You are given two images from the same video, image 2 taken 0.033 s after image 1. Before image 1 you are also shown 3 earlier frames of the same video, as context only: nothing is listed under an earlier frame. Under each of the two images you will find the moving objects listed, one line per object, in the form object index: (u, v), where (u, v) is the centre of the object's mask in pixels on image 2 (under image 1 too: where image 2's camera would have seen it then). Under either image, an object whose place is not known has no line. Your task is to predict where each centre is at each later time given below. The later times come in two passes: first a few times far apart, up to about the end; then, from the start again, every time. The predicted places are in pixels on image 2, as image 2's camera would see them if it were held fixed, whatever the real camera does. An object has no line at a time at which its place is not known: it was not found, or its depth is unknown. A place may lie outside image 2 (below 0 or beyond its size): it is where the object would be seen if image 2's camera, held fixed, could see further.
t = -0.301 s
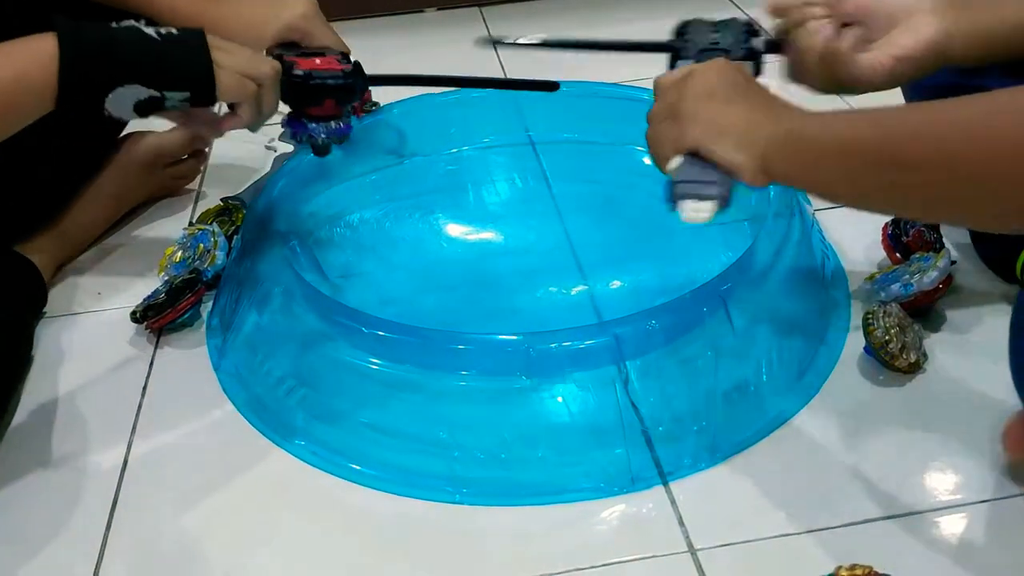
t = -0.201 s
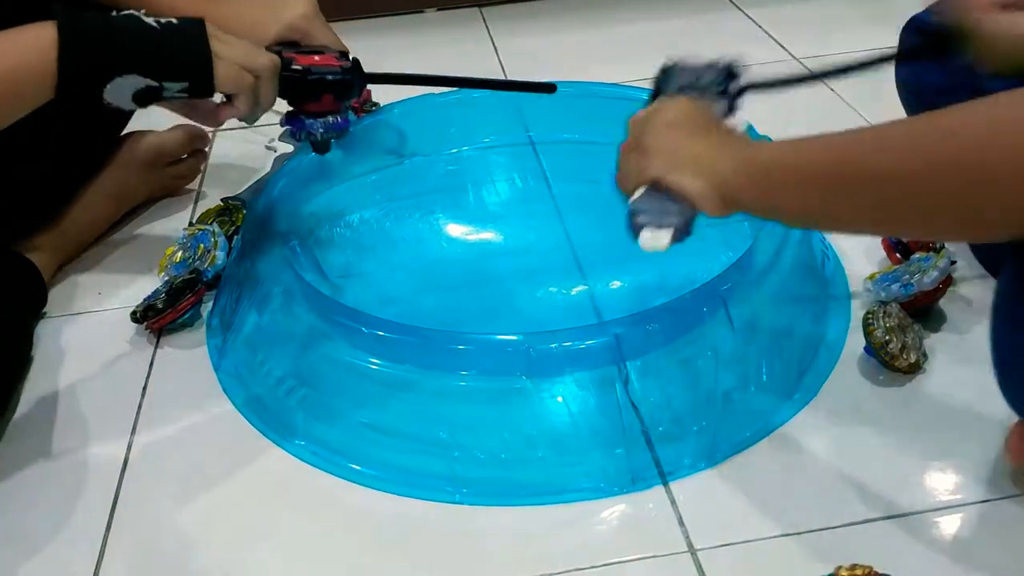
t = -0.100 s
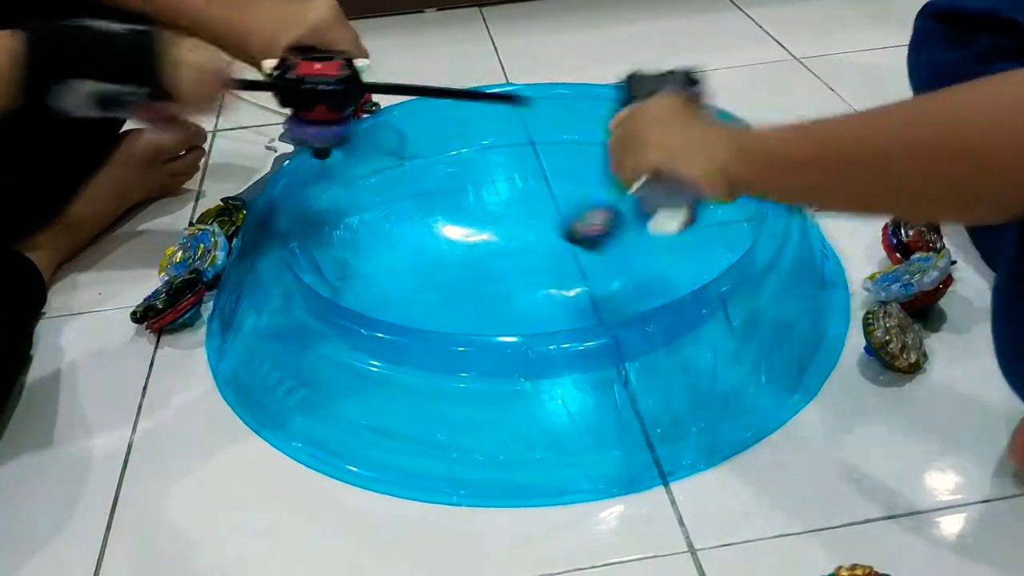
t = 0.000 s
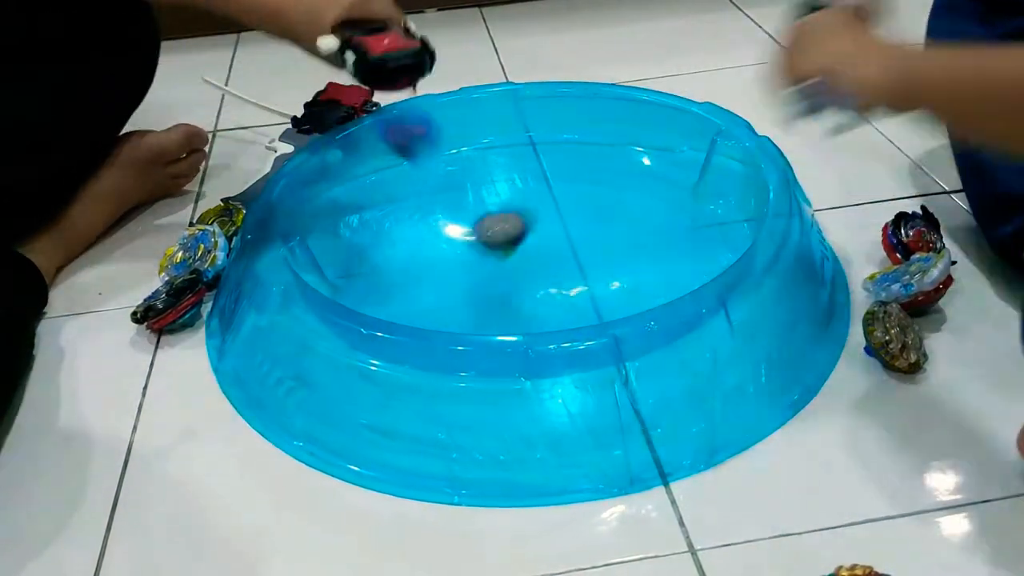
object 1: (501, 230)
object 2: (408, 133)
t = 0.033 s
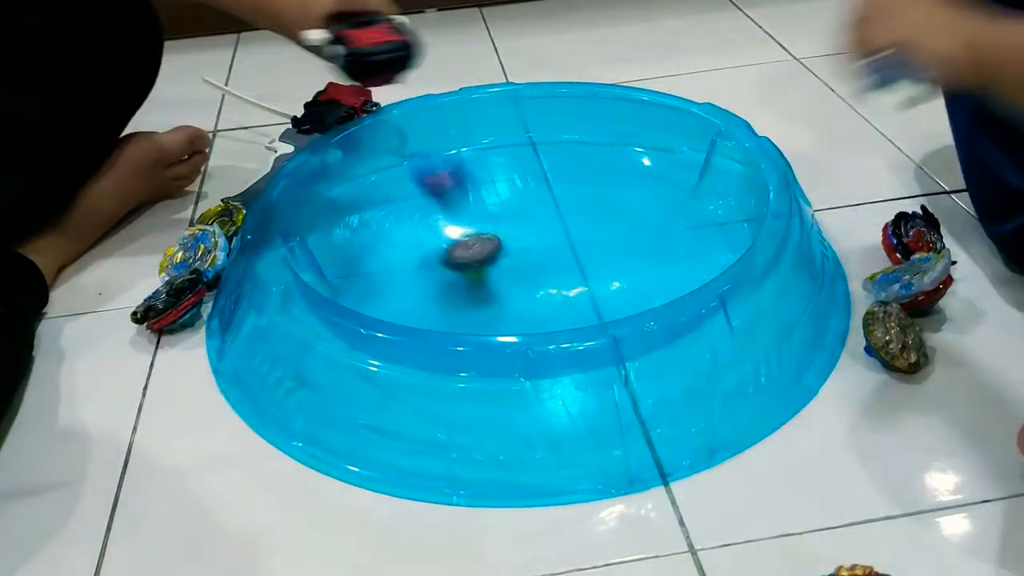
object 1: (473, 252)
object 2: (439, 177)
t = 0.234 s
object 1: (405, 252)
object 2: (566, 209)
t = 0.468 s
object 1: (385, 279)
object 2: (601, 219)
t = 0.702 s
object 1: (415, 301)
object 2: (580, 199)
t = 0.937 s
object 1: (492, 285)
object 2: (551, 189)
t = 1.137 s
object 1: (523, 245)
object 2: (529, 203)
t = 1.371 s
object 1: (524, 241)
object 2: (525, 199)
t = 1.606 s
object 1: (533, 253)
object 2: (525, 206)
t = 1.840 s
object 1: (556, 267)
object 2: (527, 223)
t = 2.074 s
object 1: (578, 273)
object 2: (540, 235)
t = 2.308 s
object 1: (595, 292)
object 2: (536, 220)
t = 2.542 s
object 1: (599, 295)
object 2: (518, 226)
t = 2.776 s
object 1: (565, 284)
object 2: (516, 243)
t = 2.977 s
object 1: (534, 290)
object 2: (510, 223)
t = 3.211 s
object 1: (512, 286)
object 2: (486, 219)
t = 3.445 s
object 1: (491, 270)
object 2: (488, 230)
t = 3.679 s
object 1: (484, 270)
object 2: (515, 220)
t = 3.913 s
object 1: (490, 257)
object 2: (530, 220)
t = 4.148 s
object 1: (497, 246)
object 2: (558, 220)
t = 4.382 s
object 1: (512, 236)
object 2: (575, 220)
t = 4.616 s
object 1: (467, 238)
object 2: (612, 223)
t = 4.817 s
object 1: (460, 244)
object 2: (595, 229)
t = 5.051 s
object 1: (481, 250)
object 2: (564, 250)
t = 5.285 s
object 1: (487, 247)
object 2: (555, 272)
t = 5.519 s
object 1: (498, 242)
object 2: (540, 286)
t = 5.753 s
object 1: (521, 236)
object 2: (532, 283)
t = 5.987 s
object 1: (545, 231)
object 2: (502, 270)
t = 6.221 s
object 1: (555, 228)
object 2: (482, 252)
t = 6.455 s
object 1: (553, 235)
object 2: (480, 233)
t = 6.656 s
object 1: (540, 247)
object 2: (476, 220)
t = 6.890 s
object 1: (529, 261)
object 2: (489, 222)
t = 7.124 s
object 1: (522, 266)
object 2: (517, 225)
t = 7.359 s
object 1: (515, 261)
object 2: (563, 230)
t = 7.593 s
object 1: (492, 256)
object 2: (586, 226)
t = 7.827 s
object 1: (487, 253)
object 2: (580, 231)
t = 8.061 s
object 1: (489, 249)
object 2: (564, 243)
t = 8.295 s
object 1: (483, 244)
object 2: (550, 260)
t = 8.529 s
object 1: (475, 233)
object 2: (546, 265)
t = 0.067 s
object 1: (454, 243)
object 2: (471, 204)
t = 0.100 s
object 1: (438, 243)
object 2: (489, 188)
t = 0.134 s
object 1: (425, 248)
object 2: (509, 183)
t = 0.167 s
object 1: (417, 245)
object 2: (531, 191)
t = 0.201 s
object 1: (411, 249)
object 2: (553, 212)
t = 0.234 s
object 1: (405, 252)
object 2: (566, 209)
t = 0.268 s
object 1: (401, 254)
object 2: (576, 207)
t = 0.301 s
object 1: (398, 258)
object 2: (586, 218)
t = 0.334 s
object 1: (395, 263)
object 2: (592, 217)
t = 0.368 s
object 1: (392, 267)
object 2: (597, 220)
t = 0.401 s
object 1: (389, 271)
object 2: (600, 218)
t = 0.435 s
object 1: (387, 275)
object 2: (601, 221)
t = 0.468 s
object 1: (385, 279)
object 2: (601, 219)
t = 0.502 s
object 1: (385, 284)
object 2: (599, 215)
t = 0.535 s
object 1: (386, 289)
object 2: (596, 215)
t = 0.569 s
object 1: (389, 292)
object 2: (594, 212)
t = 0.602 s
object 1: (393, 295)
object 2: (591, 209)
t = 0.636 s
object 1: (399, 297)
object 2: (587, 206)
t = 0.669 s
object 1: (406, 300)
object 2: (584, 202)
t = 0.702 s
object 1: (415, 301)
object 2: (580, 199)
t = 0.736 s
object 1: (426, 302)
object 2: (576, 196)
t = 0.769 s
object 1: (437, 302)
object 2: (572, 194)
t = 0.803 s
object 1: (449, 301)
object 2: (568, 192)
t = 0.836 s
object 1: (461, 299)
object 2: (564, 190)
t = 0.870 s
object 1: (473, 294)
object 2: (560, 189)
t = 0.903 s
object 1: (483, 290)
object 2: (556, 189)
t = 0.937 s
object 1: (492, 285)
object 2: (551, 189)
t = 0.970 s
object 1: (500, 279)
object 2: (547, 190)
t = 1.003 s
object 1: (506, 272)
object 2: (543, 191)
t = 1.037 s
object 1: (512, 267)
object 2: (539, 194)
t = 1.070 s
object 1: (516, 259)
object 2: (535, 196)
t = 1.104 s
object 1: (520, 251)
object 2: (531, 199)
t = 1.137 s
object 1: (523, 245)
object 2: (529, 203)
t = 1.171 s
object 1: (523, 244)
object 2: (528, 201)
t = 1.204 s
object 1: (520, 246)
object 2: (529, 198)
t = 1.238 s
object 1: (519, 246)
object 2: (529, 195)
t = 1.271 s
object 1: (519, 245)
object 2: (528, 195)
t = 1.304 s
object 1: (521, 244)
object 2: (528, 195)
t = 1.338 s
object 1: (523, 242)
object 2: (527, 197)
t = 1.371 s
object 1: (524, 241)
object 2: (525, 199)
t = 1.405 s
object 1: (524, 240)
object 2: (524, 200)
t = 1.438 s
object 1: (523, 244)
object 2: (524, 199)
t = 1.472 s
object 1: (523, 247)
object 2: (525, 199)
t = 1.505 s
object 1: (525, 249)
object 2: (525, 199)
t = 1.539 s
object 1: (526, 250)
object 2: (525, 201)
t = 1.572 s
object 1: (529, 252)
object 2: (524, 204)
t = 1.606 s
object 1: (533, 253)
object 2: (525, 206)
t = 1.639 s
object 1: (538, 255)
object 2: (524, 209)
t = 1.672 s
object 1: (541, 256)
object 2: (524, 213)
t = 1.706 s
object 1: (544, 255)
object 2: (524, 216)
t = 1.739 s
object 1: (546, 255)
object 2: (524, 221)
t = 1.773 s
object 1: (549, 259)
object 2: (525, 222)
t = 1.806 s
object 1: (552, 263)
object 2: (525, 222)
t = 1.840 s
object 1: (556, 267)
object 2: (527, 223)
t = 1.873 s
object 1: (560, 269)
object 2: (528, 224)
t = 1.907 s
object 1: (564, 270)
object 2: (529, 225)
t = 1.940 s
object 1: (568, 272)
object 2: (531, 227)
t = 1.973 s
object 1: (572, 273)
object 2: (533, 228)
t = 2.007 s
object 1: (575, 273)
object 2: (536, 230)
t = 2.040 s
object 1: (577, 273)
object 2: (538, 233)
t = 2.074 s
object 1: (578, 273)
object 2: (540, 235)
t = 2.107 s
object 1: (579, 272)
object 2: (543, 237)
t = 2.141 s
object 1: (580, 269)
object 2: (548, 240)
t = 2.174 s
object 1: (583, 278)
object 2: (547, 235)
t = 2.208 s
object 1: (587, 284)
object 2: (544, 229)
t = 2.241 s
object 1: (590, 287)
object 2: (541, 224)
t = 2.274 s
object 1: (593, 290)
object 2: (539, 221)
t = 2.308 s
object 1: (595, 292)
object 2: (536, 220)
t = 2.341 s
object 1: (598, 293)
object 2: (533, 219)
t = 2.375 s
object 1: (600, 294)
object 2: (531, 219)
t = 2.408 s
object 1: (601, 295)
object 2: (528, 220)
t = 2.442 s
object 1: (602, 295)
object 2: (525, 221)
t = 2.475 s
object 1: (602, 296)
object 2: (522, 223)
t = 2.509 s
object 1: (601, 296)
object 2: (520, 224)
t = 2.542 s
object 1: (599, 295)
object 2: (518, 226)
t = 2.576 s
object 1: (597, 295)
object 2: (516, 228)
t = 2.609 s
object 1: (594, 295)
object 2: (516, 230)
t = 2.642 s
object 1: (590, 294)
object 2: (515, 233)
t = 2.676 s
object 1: (584, 292)
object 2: (515, 235)
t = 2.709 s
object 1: (578, 290)
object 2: (515, 238)
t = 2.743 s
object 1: (571, 287)
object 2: (515, 240)
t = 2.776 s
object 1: (565, 284)
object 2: (516, 243)
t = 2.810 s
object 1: (557, 281)
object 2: (517, 245)
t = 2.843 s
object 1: (549, 278)
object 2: (518, 245)
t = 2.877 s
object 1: (544, 283)
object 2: (517, 241)
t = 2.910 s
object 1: (540, 288)
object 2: (514, 233)
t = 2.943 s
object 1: (537, 290)
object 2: (512, 227)
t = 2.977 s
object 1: (534, 290)
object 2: (510, 223)
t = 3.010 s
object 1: (531, 290)
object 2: (508, 221)
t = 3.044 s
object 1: (528, 291)
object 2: (504, 219)
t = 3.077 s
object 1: (525, 291)
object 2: (500, 218)
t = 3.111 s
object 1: (522, 290)
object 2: (496, 218)
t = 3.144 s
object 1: (519, 289)
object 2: (492, 218)
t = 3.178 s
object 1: (516, 288)
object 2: (489, 218)
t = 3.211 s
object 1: (512, 286)
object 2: (486, 219)
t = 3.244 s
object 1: (509, 284)
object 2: (483, 220)
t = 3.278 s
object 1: (505, 281)
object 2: (482, 222)
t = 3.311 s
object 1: (502, 279)
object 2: (481, 224)
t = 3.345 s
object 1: (499, 277)
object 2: (481, 226)
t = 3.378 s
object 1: (496, 273)
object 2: (482, 228)
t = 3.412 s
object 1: (494, 271)
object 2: (484, 230)
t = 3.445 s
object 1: (491, 270)
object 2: (488, 230)
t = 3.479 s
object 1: (487, 272)
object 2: (493, 228)
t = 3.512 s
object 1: (484, 272)
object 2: (497, 225)
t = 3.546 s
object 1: (484, 272)
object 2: (501, 224)
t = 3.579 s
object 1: (483, 272)
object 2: (506, 222)
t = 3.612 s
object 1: (483, 272)
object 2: (510, 221)
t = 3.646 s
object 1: (483, 271)
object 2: (513, 221)
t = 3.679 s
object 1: (484, 270)
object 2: (515, 220)
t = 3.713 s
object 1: (484, 269)
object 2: (518, 220)
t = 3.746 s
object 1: (485, 267)
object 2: (520, 219)
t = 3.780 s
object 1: (486, 265)
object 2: (522, 219)
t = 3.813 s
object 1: (487, 263)
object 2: (524, 219)
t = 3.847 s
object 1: (488, 261)
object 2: (526, 219)
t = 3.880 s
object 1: (489, 259)
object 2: (528, 220)
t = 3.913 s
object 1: (490, 257)
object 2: (530, 220)
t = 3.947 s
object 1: (492, 255)
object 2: (533, 221)
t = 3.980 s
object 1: (493, 252)
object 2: (535, 222)
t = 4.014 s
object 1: (494, 250)
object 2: (539, 221)
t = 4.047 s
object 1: (494, 249)
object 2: (544, 220)
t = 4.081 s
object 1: (495, 248)
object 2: (549, 220)
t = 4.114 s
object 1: (496, 247)
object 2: (554, 220)
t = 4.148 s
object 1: (497, 246)
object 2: (558, 220)
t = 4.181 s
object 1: (498, 244)
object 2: (560, 220)
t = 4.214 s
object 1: (500, 244)
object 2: (563, 219)
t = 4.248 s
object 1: (503, 242)
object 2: (565, 218)
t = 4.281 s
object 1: (506, 240)
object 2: (568, 218)
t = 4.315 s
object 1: (508, 239)
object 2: (571, 218)
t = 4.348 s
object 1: (510, 237)
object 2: (573, 218)
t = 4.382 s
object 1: (512, 236)
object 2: (575, 220)
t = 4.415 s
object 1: (502, 236)
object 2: (587, 219)
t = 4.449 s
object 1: (492, 235)
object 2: (597, 219)
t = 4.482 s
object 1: (486, 236)
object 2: (604, 219)
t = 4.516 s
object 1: (480, 236)
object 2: (609, 220)
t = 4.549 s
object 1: (475, 237)
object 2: (612, 221)
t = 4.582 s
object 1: (470, 237)
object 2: (613, 222)
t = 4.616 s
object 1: (467, 238)
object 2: (612, 223)
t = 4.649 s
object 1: (464, 239)
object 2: (611, 224)
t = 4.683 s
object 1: (462, 241)
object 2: (609, 224)
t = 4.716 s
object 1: (460, 241)
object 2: (606, 225)
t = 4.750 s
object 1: (460, 242)
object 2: (602, 226)
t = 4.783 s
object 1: (460, 243)
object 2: (599, 228)
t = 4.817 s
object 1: (460, 244)
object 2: (595, 229)
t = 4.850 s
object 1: (462, 245)
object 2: (592, 231)
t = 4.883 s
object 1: (464, 246)
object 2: (589, 233)
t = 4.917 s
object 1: (466, 247)
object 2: (586, 235)
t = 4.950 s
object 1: (469, 248)
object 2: (581, 239)
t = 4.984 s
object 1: (472, 248)
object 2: (576, 243)
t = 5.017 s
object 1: (476, 249)
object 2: (570, 246)
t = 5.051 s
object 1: (481, 250)
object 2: (564, 250)
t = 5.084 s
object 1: (486, 250)
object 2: (559, 254)
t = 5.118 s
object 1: (489, 250)
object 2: (556, 257)
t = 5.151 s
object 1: (488, 249)
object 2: (559, 260)
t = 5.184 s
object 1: (487, 249)
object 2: (560, 263)
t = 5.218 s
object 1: (487, 249)
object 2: (560, 266)
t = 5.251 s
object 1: (487, 248)
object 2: (558, 269)
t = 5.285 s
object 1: (487, 247)
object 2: (555, 272)
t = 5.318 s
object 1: (488, 247)
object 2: (552, 275)
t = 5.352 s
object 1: (488, 246)
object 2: (550, 277)
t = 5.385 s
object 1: (490, 245)
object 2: (547, 280)
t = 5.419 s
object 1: (492, 244)
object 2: (544, 282)
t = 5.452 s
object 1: (493, 243)
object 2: (542, 284)
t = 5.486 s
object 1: (496, 242)
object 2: (541, 285)
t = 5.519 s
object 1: (498, 242)
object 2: (540, 286)
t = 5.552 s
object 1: (501, 241)
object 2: (539, 286)
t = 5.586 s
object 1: (504, 241)
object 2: (539, 286)
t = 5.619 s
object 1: (507, 239)
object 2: (538, 285)
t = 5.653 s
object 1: (510, 238)
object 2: (537, 284)
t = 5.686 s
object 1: (514, 238)
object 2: (535, 284)
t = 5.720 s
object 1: (517, 237)
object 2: (534, 283)
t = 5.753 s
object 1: (521, 236)
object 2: (532, 283)
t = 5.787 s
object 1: (524, 235)
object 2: (529, 281)
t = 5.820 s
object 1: (528, 234)
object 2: (525, 281)
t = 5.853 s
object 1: (531, 233)
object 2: (520, 280)
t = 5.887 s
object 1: (535, 233)
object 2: (516, 278)
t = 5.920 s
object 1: (538, 231)
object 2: (512, 275)
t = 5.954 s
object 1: (542, 231)
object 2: (507, 273)
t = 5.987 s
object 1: (545, 231)
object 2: (502, 270)
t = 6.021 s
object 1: (547, 230)
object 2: (500, 267)
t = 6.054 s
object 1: (550, 229)
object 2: (497, 264)
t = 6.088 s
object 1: (552, 229)
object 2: (494, 262)
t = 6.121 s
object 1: (554, 229)
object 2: (491, 260)
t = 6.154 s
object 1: (555, 228)
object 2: (488, 257)
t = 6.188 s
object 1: (555, 228)
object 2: (484, 255)
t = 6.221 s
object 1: (555, 228)
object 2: (482, 252)
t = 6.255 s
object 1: (556, 229)
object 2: (480, 249)
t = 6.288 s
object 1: (556, 230)
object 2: (480, 246)
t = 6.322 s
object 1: (556, 230)
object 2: (480, 244)
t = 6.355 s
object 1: (555, 231)
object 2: (480, 240)
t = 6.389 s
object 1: (555, 233)
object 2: (481, 238)
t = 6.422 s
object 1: (554, 234)
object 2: (481, 235)
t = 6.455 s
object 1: (553, 235)
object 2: (480, 233)
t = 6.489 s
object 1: (551, 237)
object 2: (479, 231)
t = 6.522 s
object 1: (550, 238)
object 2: (478, 228)
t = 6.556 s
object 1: (548, 240)
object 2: (477, 226)
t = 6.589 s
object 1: (545, 242)
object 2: (477, 224)
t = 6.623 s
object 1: (542, 245)
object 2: (476, 222)
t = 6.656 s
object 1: (540, 247)
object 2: (476, 220)
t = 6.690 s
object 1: (538, 250)
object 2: (476, 219)
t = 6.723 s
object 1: (537, 252)
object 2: (476, 218)
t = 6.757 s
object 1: (534, 254)
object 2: (477, 218)
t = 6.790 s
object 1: (533, 256)
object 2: (478, 218)
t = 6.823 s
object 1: (531, 258)
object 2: (481, 219)
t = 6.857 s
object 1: (530, 260)
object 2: (485, 220)
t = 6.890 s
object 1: (529, 261)
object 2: (489, 222)
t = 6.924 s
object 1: (528, 263)
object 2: (493, 223)
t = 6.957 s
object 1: (526, 264)
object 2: (497, 224)
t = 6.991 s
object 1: (526, 265)
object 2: (502, 224)
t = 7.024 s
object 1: (525, 265)
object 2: (505, 225)
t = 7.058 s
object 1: (524, 266)
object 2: (509, 225)
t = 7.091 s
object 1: (523, 266)
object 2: (513, 225)
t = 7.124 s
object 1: (522, 266)
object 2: (517, 225)
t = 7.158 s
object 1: (521, 266)
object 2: (523, 224)
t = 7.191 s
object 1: (520, 264)
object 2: (531, 224)
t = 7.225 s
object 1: (518, 264)
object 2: (539, 225)
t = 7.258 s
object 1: (518, 264)
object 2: (547, 226)
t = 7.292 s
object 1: (516, 264)
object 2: (553, 228)
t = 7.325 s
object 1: (516, 262)
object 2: (559, 229)
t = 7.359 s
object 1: (515, 261)
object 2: (563, 230)
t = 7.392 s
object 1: (515, 259)
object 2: (565, 231)
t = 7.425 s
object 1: (513, 258)
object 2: (566, 232)
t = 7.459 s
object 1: (507, 258)
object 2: (571, 231)
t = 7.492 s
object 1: (504, 257)
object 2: (574, 229)
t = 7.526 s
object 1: (499, 257)
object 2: (578, 227)
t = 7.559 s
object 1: (495, 256)
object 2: (582, 226)
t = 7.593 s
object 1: (492, 256)
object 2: (586, 226)
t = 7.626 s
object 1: (489, 256)
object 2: (589, 226)
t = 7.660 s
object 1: (488, 256)
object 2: (590, 226)
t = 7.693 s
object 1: (487, 255)
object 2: (590, 226)
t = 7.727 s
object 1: (486, 255)
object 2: (588, 227)
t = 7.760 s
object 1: (486, 254)
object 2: (586, 228)
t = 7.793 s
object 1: (487, 254)
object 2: (583, 230)
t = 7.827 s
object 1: (487, 253)
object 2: (580, 231)
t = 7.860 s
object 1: (488, 253)
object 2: (576, 233)
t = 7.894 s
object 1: (489, 252)
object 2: (572, 235)
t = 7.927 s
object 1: (491, 251)
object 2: (568, 237)
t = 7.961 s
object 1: (494, 250)
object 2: (564, 239)
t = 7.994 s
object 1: (494, 250)
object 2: (561, 241)
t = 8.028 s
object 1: (491, 249)
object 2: (563, 242)
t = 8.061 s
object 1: (489, 249)
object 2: (564, 243)
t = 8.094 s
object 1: (488, 248)
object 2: (565, 244)
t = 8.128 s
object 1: (487, 248)
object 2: (566, 245)
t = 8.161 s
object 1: (487, 248)
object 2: (565, 248)
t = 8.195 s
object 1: (486, 247)
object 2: (561, 251)
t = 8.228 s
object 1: (487, 247)
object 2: (555, 254)
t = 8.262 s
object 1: (486, 245)
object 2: (550, 257)
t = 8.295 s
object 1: (483, 244)
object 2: (550, 260)
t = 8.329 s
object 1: (481, 242)
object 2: (550, 263)
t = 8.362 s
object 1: (479, 240)
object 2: (550, 265)
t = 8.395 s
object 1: (477, 238)
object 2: (550, 265)
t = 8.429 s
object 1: (476, 237)
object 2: (550, 266)
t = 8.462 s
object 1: (475, 235)
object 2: (549, 266)
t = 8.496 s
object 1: (475, 234)
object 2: (548, 265)
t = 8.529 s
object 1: (475, 233)
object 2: (546, 265)
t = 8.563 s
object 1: (476, 232)
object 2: (545, 265)
